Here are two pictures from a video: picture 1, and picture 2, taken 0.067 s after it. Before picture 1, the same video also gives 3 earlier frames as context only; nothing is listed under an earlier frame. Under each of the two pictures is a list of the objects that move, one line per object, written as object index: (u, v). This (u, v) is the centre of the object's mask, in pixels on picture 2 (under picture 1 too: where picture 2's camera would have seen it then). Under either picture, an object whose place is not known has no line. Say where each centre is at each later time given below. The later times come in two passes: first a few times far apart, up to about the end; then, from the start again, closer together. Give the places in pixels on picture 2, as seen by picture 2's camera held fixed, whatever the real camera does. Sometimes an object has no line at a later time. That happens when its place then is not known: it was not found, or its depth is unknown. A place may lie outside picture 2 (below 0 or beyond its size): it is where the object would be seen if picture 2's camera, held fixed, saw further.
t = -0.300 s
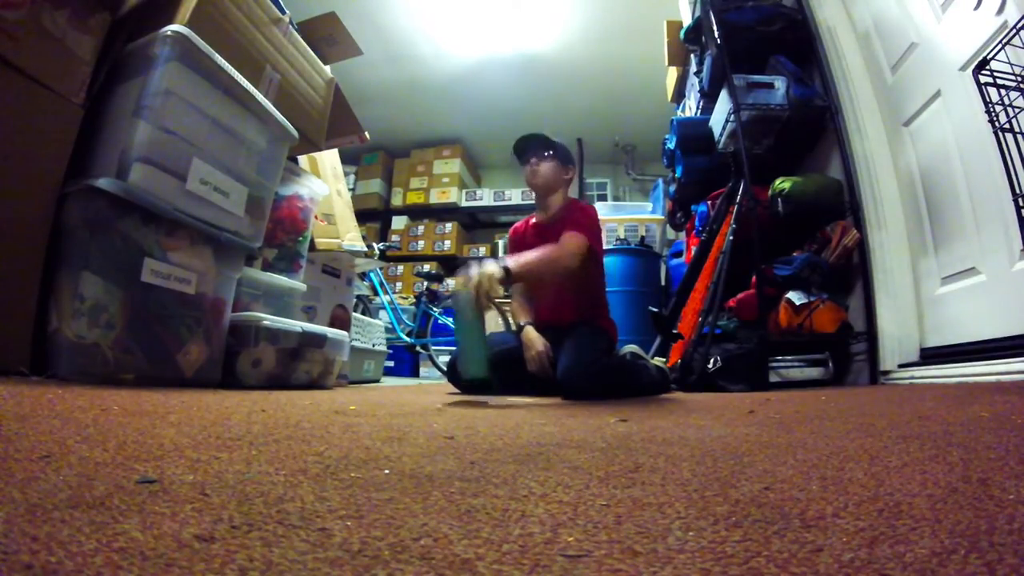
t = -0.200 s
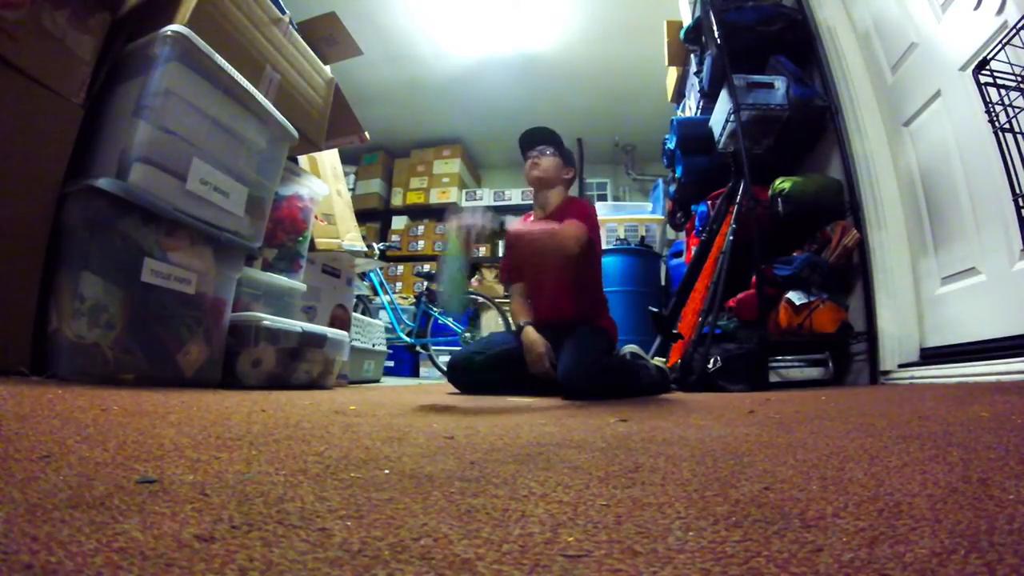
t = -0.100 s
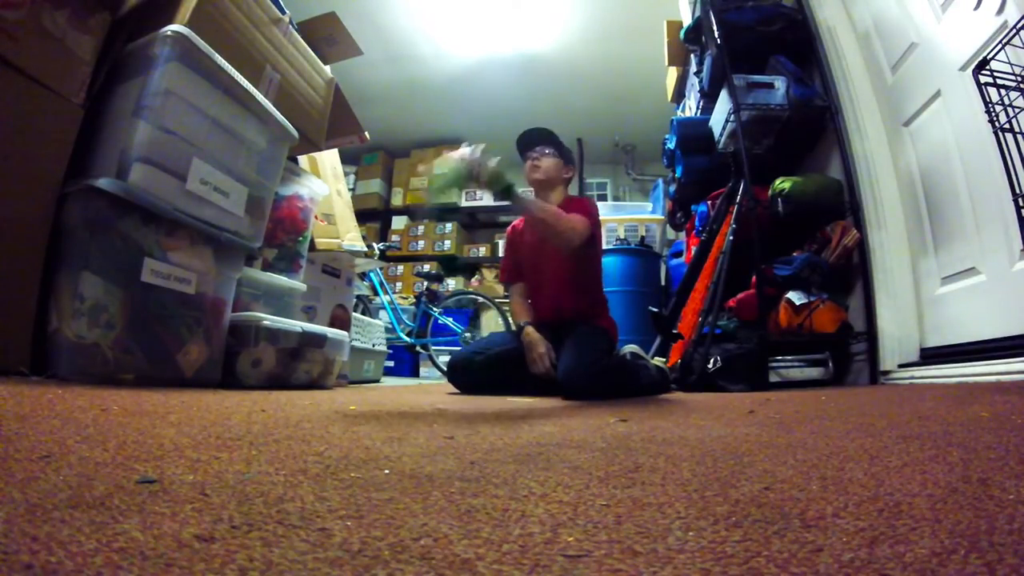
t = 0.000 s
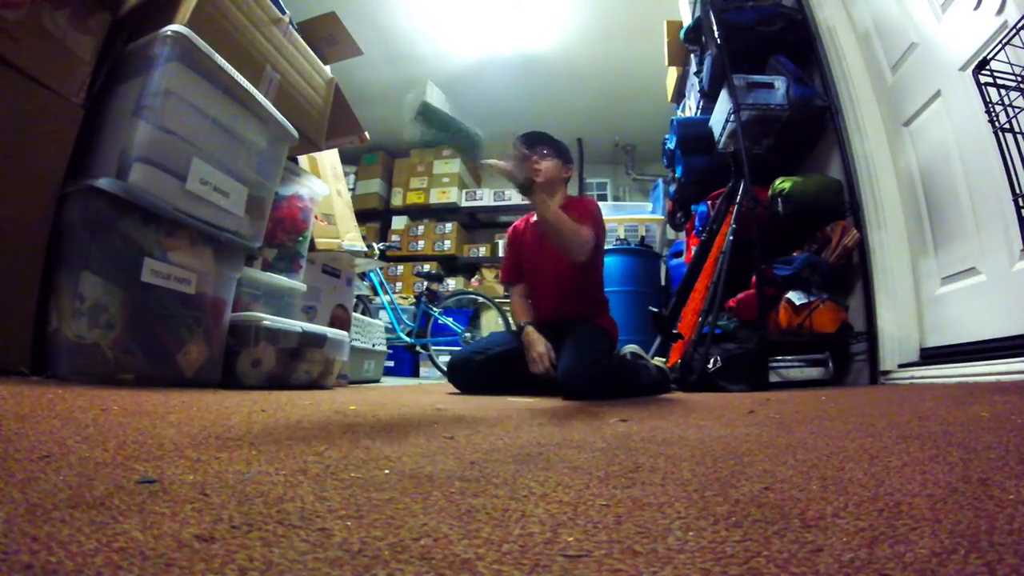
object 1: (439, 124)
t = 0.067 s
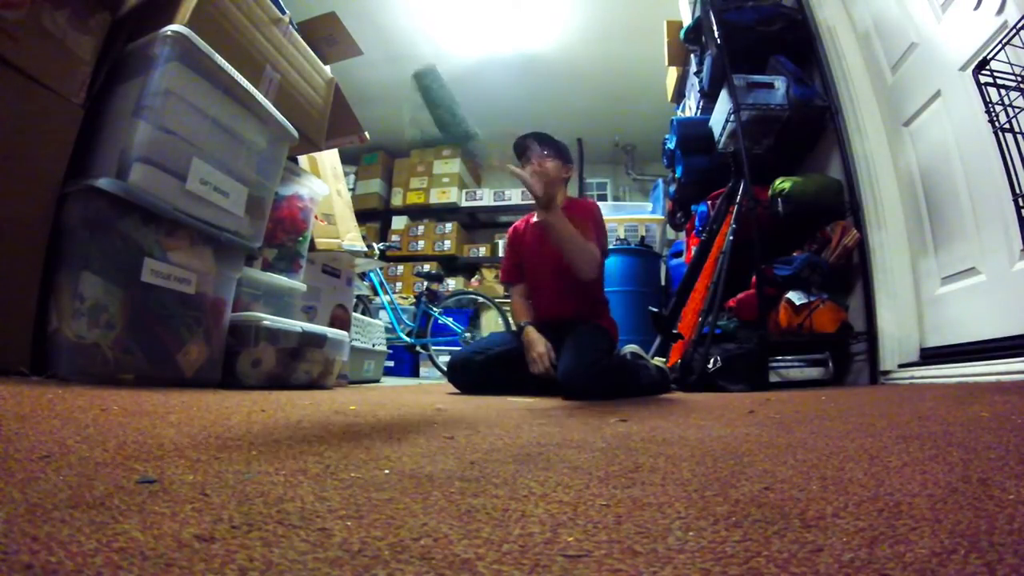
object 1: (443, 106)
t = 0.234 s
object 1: (436, 116)
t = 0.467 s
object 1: (404, 325)
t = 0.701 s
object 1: (432, 328)
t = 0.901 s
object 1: (441, 351)
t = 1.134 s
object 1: (451, 354)
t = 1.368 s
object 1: (457, 354)
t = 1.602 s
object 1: (446, 353)
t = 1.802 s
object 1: (444, 353)
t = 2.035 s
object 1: (454, 353)
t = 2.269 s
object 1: (447, 354)
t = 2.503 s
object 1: (451, 354)
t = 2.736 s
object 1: (450, 354)
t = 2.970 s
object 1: (449, 354)
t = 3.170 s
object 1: (449, 354)
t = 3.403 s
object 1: (449, 354)
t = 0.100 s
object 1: (442, 103)
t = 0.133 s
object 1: (441, 106)
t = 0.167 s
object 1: (438, 110)
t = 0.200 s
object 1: (434, 114)
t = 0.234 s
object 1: (436, 116)
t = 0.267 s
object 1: (431, 127)
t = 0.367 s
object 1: (406, 238)
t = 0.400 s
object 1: (402, 288)
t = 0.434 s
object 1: (400, 344)
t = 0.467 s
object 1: (404, 325)
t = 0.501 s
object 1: (408, 308)
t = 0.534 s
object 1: (414, 299)
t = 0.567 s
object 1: (419, 295)
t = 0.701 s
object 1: (432, 328)
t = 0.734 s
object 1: (436, 348)
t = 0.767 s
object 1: (437, 344)
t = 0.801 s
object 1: (438, 340)
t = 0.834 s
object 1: (438, 341)
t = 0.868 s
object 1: (440, 347)
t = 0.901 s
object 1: (441, 351)
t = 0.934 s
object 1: (443, 350)
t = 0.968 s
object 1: (444, 352)
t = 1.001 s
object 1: (445, 353)
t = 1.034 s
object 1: (446, 353)
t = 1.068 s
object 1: (449, 354)
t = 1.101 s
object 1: (450, 354)
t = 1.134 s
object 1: (451, 354)
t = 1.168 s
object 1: (453, 354)
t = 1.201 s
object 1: (454, 354)
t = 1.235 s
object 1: (455, 354)
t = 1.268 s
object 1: (456, 354)
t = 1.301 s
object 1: (456, 354)
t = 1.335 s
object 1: (457, 354)
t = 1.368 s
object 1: (457, 354)
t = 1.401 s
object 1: (457, 354)
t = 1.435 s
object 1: (456, 353)
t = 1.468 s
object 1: (455, 354)
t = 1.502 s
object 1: (453, 354)
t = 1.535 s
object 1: (451, 353)
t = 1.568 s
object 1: (448, 353)
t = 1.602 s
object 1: (446, 353)
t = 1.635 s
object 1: (445, 353)
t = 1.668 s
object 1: (444, 353)
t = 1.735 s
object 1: (444, 352)
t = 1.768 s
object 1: (444, 352)
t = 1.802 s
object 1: (444, 353)
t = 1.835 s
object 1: (445, 353)
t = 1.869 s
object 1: (447, 353)
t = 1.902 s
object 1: (450, 354)
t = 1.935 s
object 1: (452, 353)
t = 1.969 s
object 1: (453, 354)
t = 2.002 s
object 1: (454, 353)
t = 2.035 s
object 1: (454, 353)
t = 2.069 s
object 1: (454, 353)
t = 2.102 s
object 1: (453, 354)
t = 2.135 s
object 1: (451, 354)
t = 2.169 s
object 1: (450, 354)
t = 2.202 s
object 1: (448, 354)
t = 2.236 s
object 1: (447, 354)
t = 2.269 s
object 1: (447, 354)
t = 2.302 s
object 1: (447, 354)
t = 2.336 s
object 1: (448, 354)
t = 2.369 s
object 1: (449, 354)
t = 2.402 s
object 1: (451, 353)
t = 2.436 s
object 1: (451, 353)
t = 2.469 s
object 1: (451, 353)
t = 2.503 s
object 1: (451, 354)
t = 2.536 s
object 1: (450, 354)
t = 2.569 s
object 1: (449, 354)
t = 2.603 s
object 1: (449, 354)
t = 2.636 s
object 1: (449, 354)
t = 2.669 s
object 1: (449, 354)
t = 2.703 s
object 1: (449, 354)
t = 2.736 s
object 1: (450, 354)
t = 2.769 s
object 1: (450, 354)
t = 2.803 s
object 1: (449, 354)
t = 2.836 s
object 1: (449, 354)
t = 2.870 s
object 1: (449, 354)
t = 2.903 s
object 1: (449, 354)
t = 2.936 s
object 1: (449, 354)
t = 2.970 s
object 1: (449, 354)
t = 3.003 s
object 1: (449, 354)
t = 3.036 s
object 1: (449, 354)
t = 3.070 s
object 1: (449, 354)
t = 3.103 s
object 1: (449, 354)
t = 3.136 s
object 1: (449, 354)
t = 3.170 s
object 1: (449, 354)
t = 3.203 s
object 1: (449, 354)
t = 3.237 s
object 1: (449, 354)
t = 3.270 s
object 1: (449, 354)
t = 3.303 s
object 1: (449, 354)
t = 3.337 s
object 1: (449, 354)
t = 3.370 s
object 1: (449, 354)
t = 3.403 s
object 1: (449, 354)
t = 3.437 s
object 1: (449, 354)
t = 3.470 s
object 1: (449, 354)
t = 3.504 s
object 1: (449, 354)
